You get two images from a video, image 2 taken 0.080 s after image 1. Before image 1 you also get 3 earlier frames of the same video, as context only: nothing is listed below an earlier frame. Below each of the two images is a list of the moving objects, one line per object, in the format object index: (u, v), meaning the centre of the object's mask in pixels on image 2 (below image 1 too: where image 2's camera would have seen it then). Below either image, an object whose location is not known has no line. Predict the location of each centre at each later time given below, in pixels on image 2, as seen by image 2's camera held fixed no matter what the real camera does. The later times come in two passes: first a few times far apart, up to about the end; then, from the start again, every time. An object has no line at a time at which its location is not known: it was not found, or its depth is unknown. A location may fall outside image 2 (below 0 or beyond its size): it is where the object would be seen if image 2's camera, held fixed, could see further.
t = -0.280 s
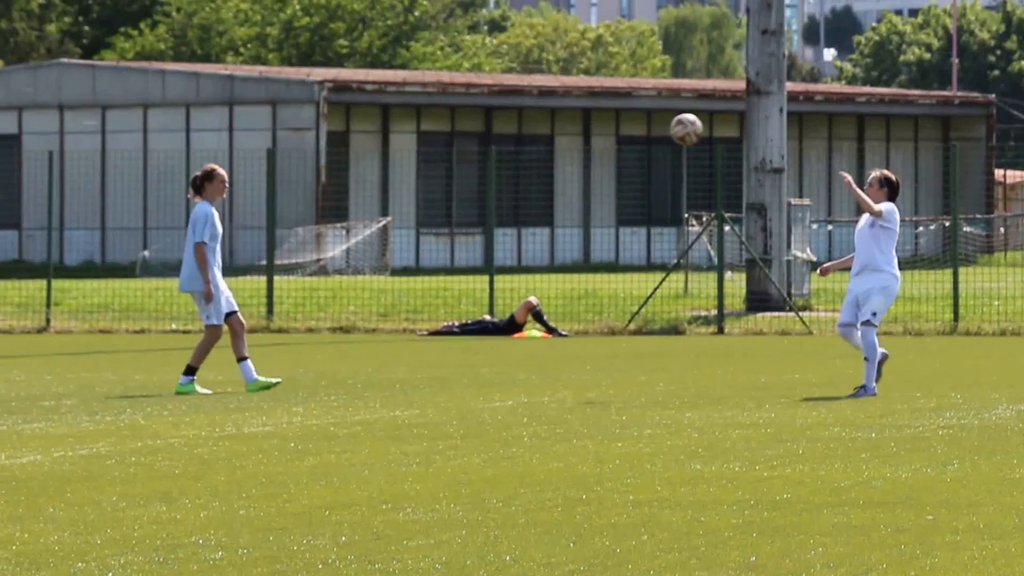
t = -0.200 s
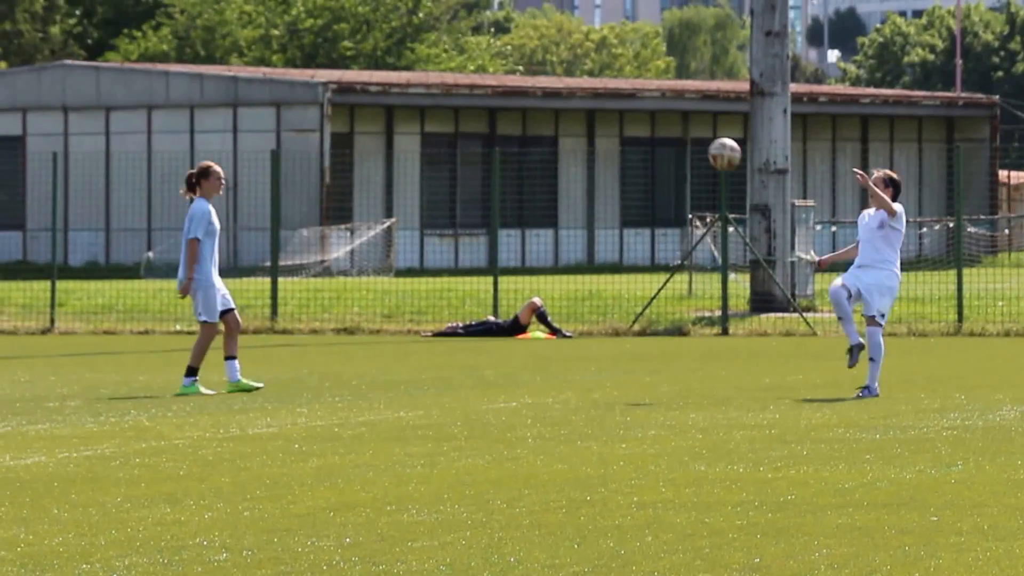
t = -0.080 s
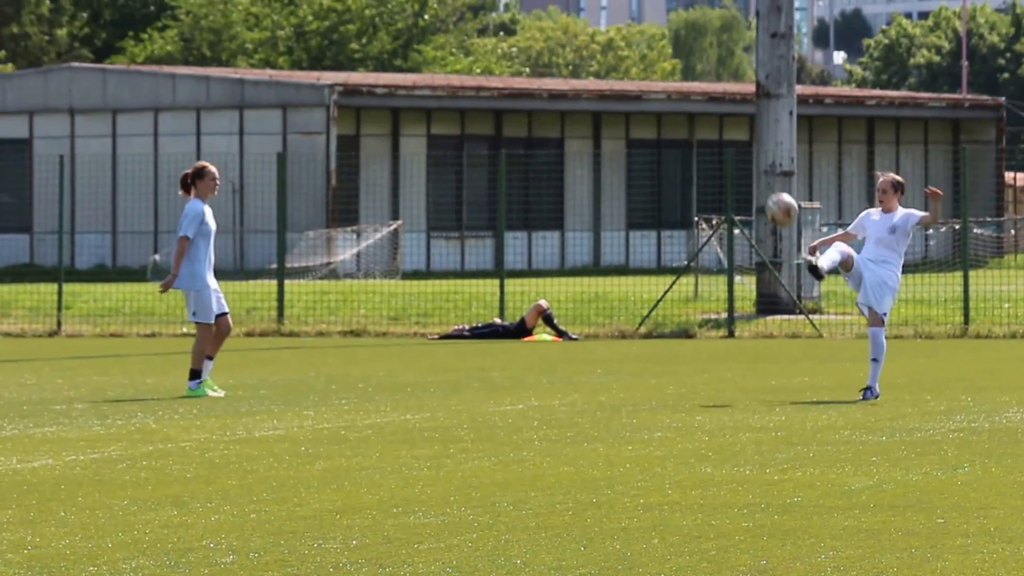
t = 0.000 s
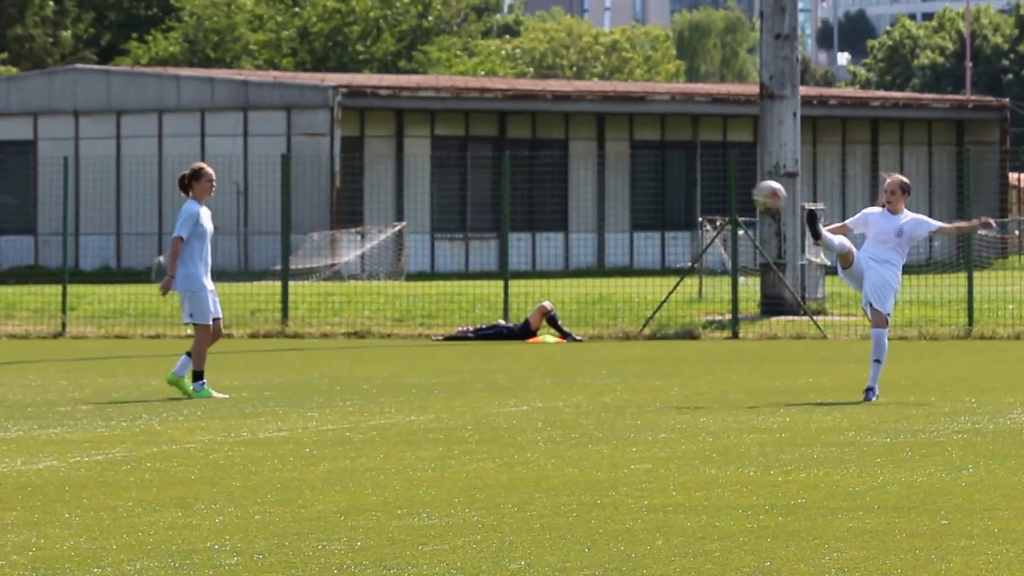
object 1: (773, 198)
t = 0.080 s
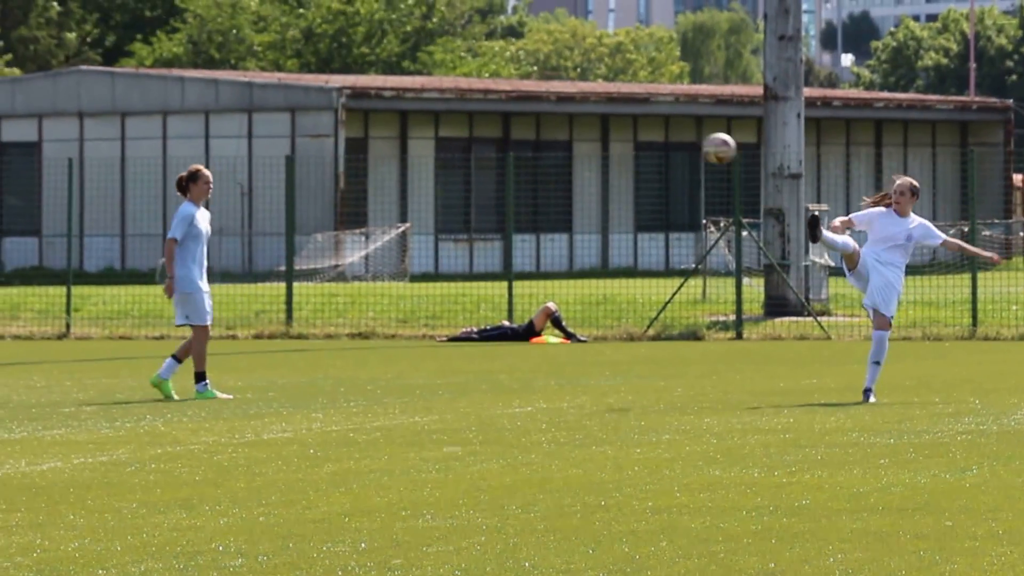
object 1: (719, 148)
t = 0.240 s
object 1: (612, 77)
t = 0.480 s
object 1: (455, 37)
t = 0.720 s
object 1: (302, 74)
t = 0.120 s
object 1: (692, 127)
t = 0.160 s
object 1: (664, 108)
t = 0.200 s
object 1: (638, 91)
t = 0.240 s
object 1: (612, 77)
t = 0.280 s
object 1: (585, 64)
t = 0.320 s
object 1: (560, 54)
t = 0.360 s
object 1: (534, 47)
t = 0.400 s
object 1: (507, 41)
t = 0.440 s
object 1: (481, 37)
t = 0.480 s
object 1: (455, 37)
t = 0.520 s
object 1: (429, 38)
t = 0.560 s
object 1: (404, 41)
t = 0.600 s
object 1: (378, 46)
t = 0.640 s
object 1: (352, 54)
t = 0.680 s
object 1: (327, 63)
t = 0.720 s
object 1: (302, 74)
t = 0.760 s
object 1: (276, 89)
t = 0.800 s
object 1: (251, 105)
